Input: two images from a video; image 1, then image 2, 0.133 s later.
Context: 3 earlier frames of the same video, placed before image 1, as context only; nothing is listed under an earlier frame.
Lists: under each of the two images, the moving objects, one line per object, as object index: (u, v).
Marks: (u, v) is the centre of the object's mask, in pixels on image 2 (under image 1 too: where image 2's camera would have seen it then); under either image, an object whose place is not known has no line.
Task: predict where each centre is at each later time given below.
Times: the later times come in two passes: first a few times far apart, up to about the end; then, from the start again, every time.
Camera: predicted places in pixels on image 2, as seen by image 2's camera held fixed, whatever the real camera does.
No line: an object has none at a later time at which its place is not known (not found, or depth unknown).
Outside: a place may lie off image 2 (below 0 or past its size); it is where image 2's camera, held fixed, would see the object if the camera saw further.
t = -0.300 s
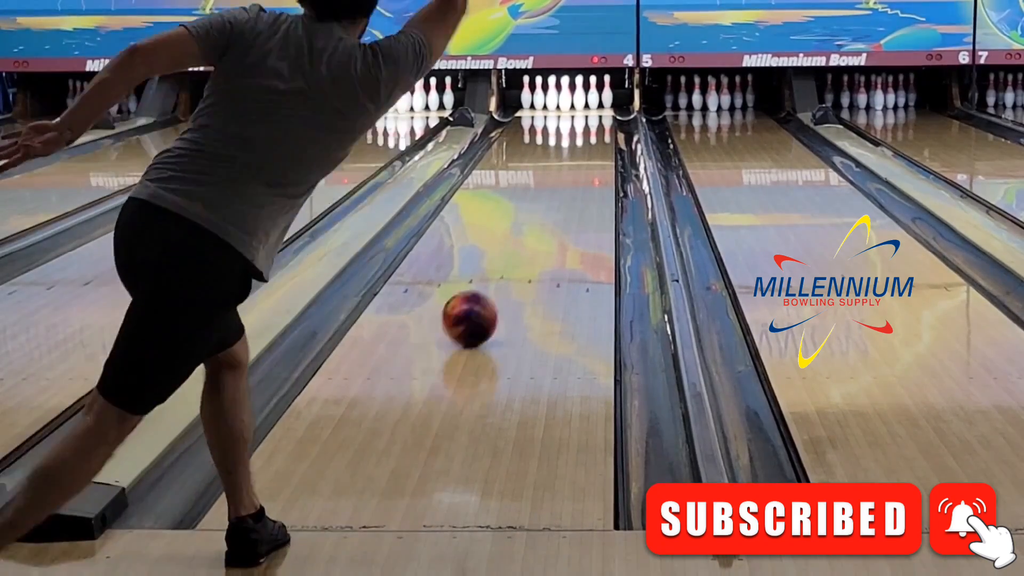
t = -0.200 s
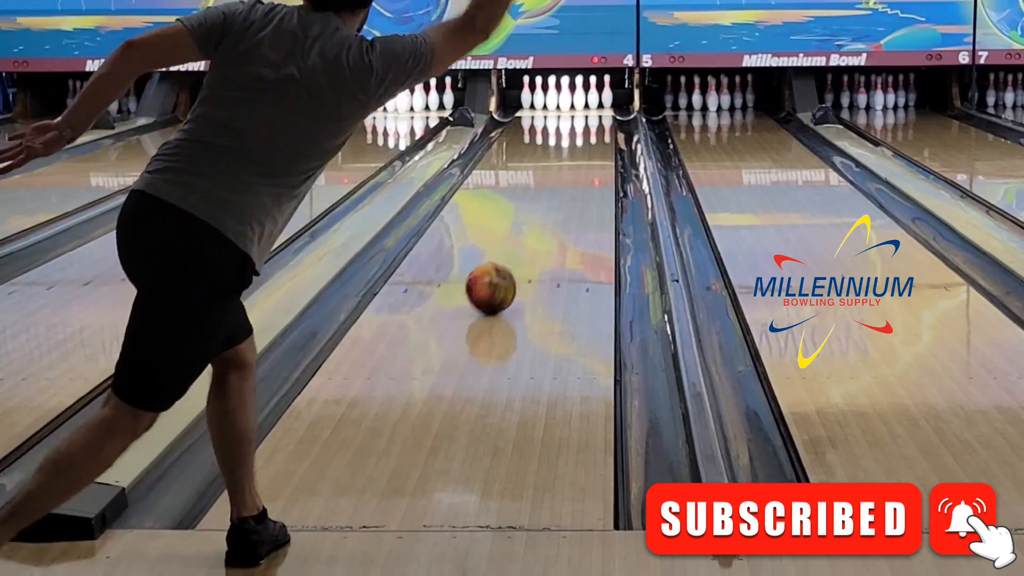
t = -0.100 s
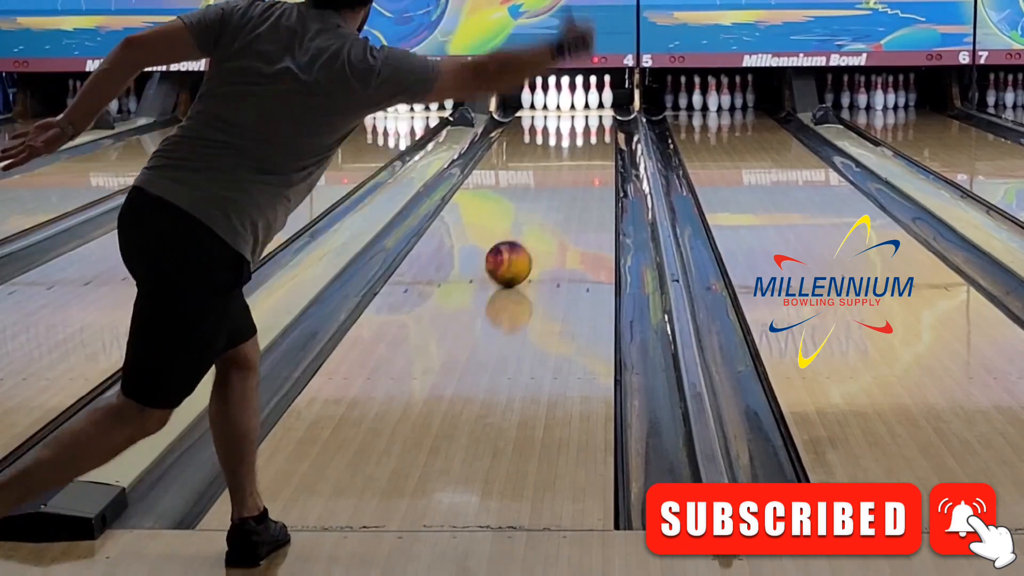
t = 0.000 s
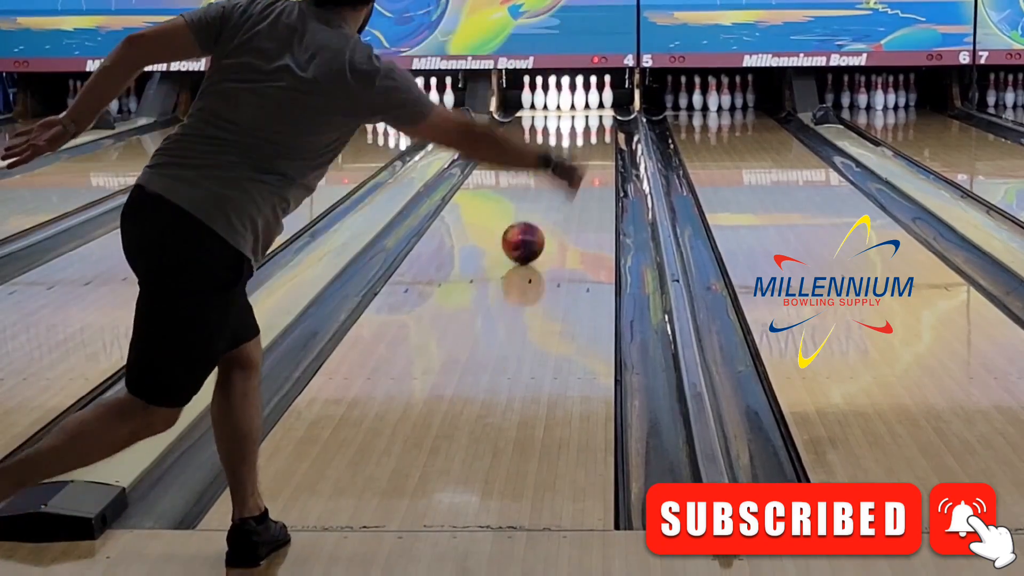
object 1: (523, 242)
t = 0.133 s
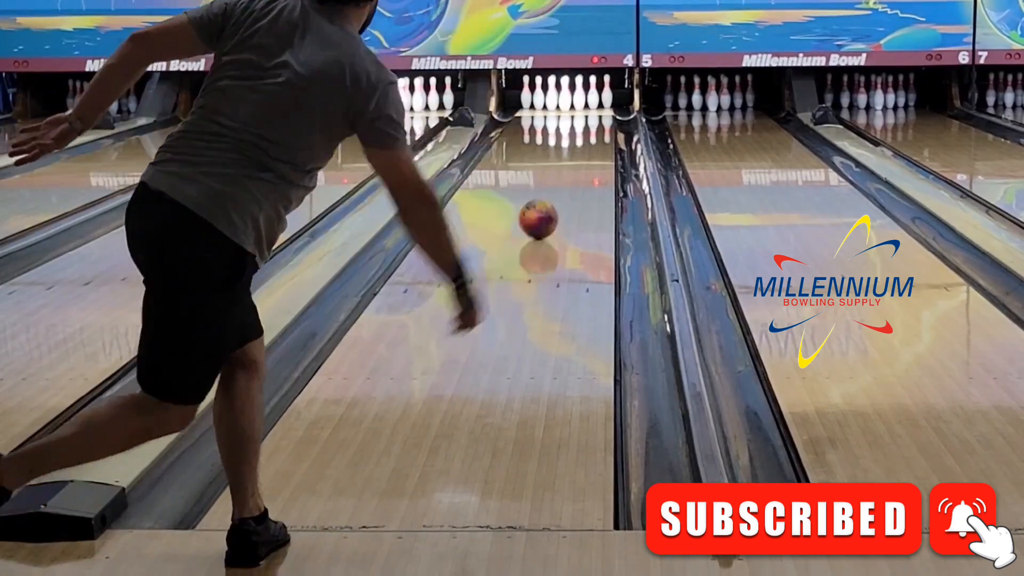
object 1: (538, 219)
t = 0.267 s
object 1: (551, 199)
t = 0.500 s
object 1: (568, 173)
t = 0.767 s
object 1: (578, 150)
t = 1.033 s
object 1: (585, 132)
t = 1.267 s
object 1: (585, 120)
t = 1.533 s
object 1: (578, 109)
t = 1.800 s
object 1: (570, 101)
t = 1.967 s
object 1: (569, 99)
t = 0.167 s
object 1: (542, 214)
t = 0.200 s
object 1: (545, 209)
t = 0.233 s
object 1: (548, 204)
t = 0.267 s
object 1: (551, 199)
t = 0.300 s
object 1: (554, 196)
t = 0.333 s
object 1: (557, 191)
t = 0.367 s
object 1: (559, 187)
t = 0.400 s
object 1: (561, 184)
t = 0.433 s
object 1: (564, 179)
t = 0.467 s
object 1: (565, 176)
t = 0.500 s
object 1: (568, 173)
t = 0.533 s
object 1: (569, 169)
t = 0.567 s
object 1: (571, 167)
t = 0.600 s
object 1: (573, 164)
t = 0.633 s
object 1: (574, 161)
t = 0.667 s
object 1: (576, 158)
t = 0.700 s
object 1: (577, 155)
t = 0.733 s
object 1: (578, 153)
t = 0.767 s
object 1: (578, 150)
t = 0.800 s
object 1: (580, 148)
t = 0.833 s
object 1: (581, 146)
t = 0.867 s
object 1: (582, 143)
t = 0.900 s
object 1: (582, 141)
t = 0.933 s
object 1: (583, 139)
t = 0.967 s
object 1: (584, 136)
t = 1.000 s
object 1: (584, 135)
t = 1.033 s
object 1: (585, 132)
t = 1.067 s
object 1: (585, 130)
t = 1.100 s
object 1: (585, 128)
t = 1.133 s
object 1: (586, 127)
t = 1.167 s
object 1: (586, 125)
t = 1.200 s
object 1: (585, 123)
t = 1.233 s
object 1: (585, 121)
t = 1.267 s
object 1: (585, 120)
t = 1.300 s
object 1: (584, 118)
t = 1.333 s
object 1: (583, 117)
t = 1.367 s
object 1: (583, 116)
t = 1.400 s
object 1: (582, 114)
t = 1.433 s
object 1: (581, 113)
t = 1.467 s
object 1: (580, 112)
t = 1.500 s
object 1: (579, 111)
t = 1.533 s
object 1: (578, 109)
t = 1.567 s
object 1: (577, 108)
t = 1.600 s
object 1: (575, 107)
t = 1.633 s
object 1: (574, 105)
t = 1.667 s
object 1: (572, 104)
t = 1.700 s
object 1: (570, 104)
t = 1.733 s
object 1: (571, 102)
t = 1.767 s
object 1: (571, 102)
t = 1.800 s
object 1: (570, 101)
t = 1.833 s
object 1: (570, 100)
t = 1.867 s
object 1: (571, 100)
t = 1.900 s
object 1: (571, 99)
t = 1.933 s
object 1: (570, 100)
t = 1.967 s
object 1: (569, 99)
